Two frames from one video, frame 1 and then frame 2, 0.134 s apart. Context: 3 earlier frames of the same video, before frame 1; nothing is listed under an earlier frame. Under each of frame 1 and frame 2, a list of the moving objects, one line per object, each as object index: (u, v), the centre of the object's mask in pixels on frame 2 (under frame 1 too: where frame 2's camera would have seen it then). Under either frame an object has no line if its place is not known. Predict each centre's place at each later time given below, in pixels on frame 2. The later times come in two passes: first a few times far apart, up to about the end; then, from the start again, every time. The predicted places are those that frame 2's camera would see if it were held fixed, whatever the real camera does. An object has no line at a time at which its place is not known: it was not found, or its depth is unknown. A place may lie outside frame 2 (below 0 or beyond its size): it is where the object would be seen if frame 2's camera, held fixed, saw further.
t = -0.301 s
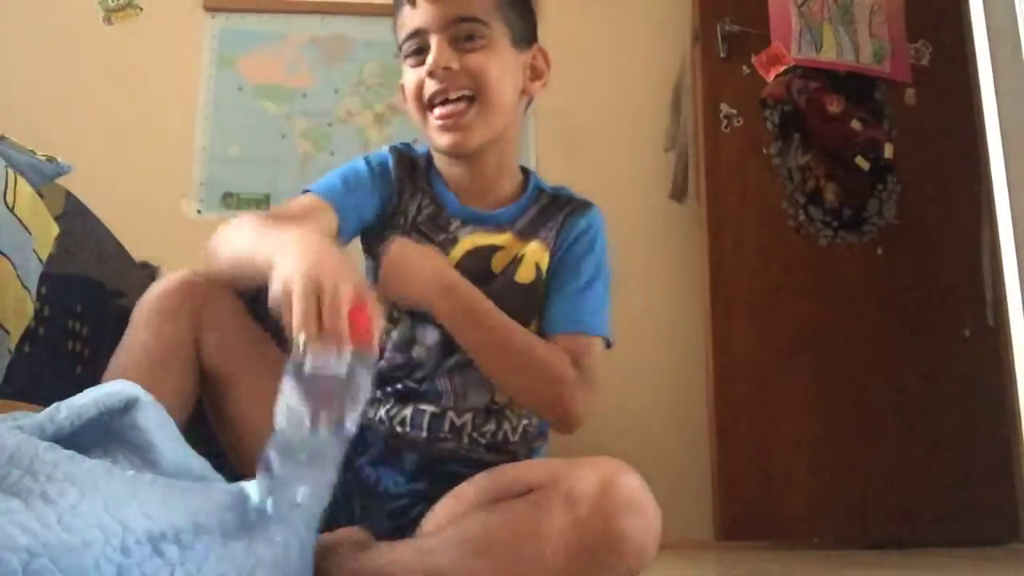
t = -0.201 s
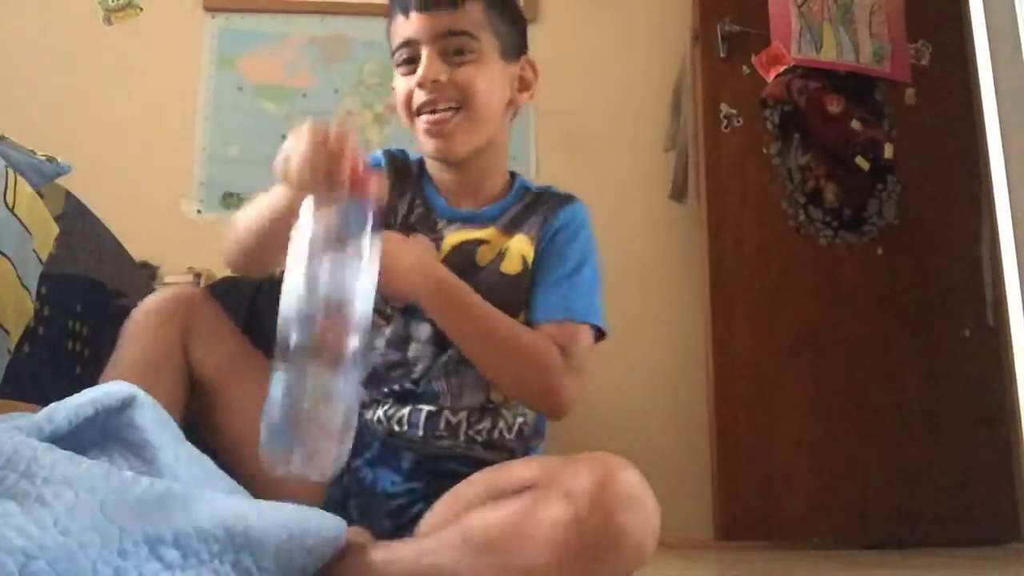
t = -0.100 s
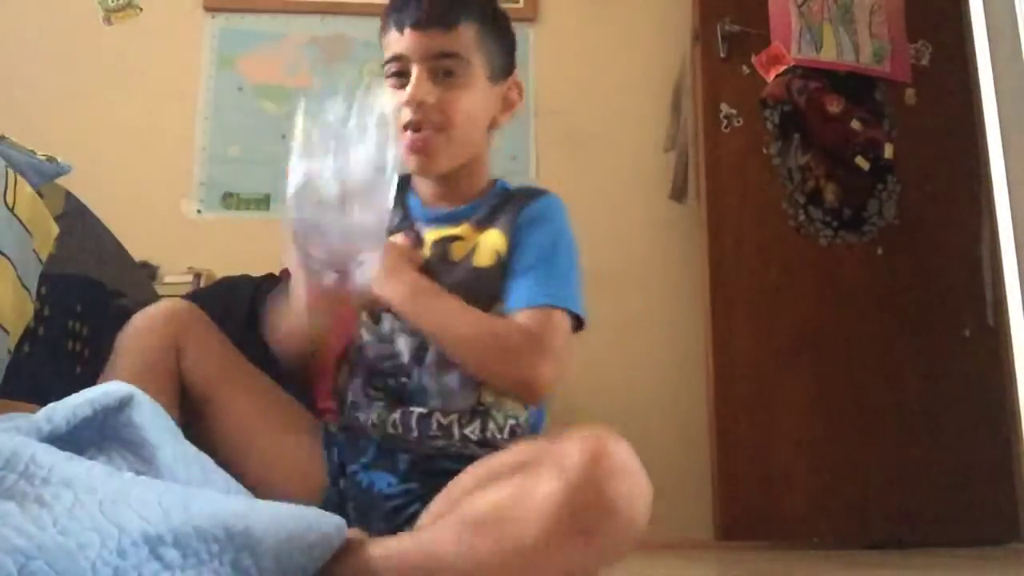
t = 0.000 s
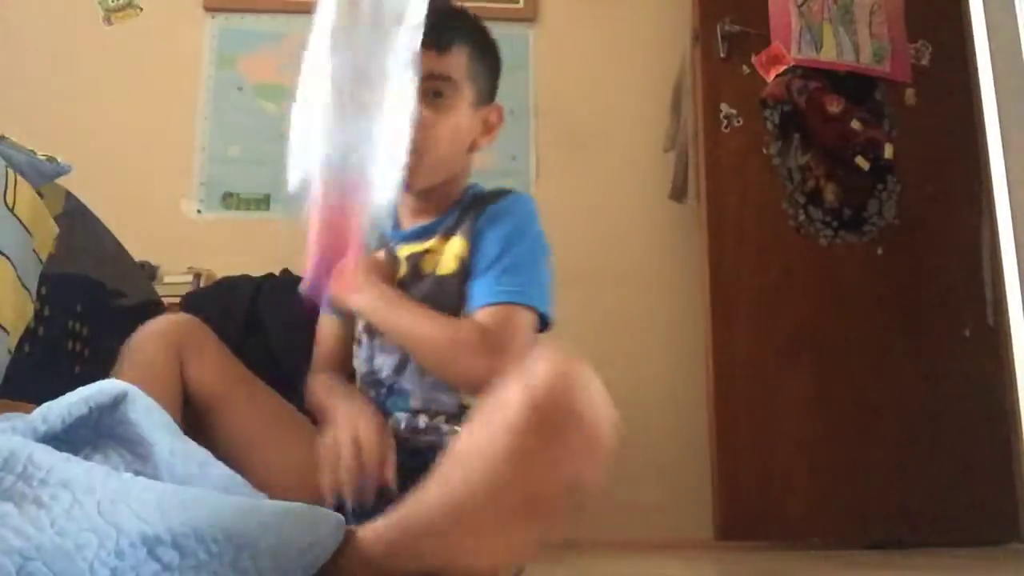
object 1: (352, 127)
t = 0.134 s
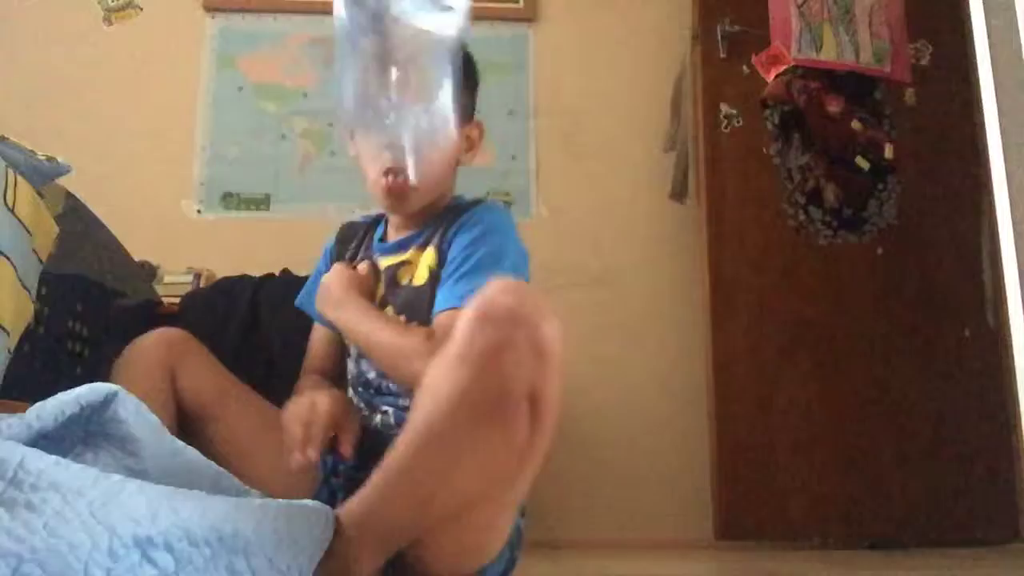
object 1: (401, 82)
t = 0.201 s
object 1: (411, 157)
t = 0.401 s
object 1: (447, 402)
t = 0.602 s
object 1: (462, 393)
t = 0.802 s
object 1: (503, 380)
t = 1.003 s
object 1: (475, 389)
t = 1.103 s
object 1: (489, 384)
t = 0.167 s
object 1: (405, 113)
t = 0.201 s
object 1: (411, 157)
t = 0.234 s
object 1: (421, 236)
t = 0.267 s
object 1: (431, 335)
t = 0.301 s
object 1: (439, 384)
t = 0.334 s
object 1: (438, 396)
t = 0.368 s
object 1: (441, 398)
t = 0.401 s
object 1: (447, 402)
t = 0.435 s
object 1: (451, 404)
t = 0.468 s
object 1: (453, 405)
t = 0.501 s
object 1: (454, 405)
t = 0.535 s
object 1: (454, 403)
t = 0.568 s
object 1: (456, 399)
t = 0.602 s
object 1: (462, 393)
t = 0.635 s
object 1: (483, 379)
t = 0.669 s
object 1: (512, 375)
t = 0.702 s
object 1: (529, 378)
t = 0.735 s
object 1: (533, 379)
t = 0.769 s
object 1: (524, 380)
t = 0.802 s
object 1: (503, 380)
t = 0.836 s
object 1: (473, 381)
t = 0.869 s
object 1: (456, 381)
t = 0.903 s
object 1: (457, 380)
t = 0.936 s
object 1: (471, 382)
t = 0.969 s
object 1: (479, 389)
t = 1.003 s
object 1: (475, 389)
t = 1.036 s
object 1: (477, 385)
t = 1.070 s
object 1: (488, 383)
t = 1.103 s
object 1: (489, 384)
